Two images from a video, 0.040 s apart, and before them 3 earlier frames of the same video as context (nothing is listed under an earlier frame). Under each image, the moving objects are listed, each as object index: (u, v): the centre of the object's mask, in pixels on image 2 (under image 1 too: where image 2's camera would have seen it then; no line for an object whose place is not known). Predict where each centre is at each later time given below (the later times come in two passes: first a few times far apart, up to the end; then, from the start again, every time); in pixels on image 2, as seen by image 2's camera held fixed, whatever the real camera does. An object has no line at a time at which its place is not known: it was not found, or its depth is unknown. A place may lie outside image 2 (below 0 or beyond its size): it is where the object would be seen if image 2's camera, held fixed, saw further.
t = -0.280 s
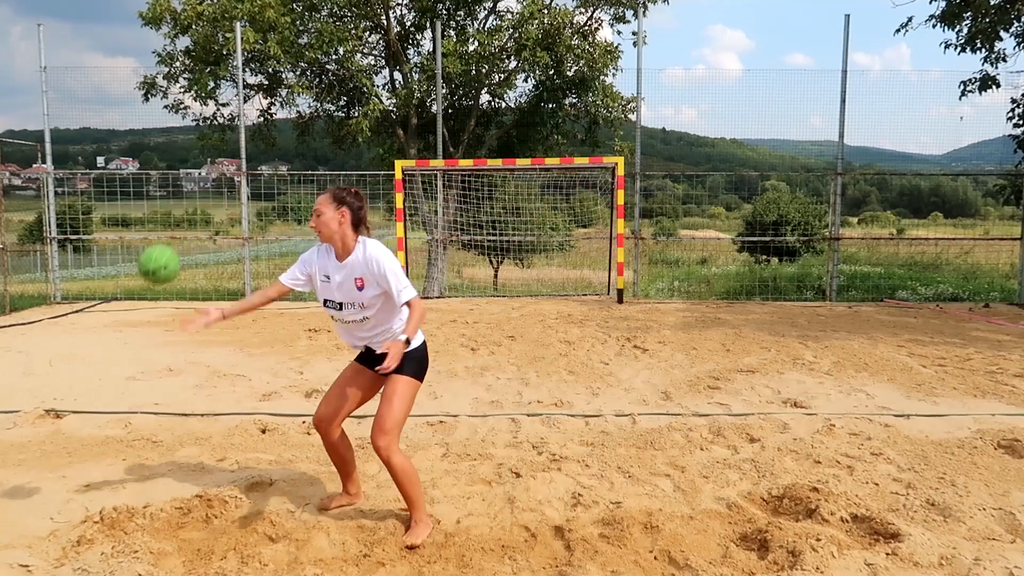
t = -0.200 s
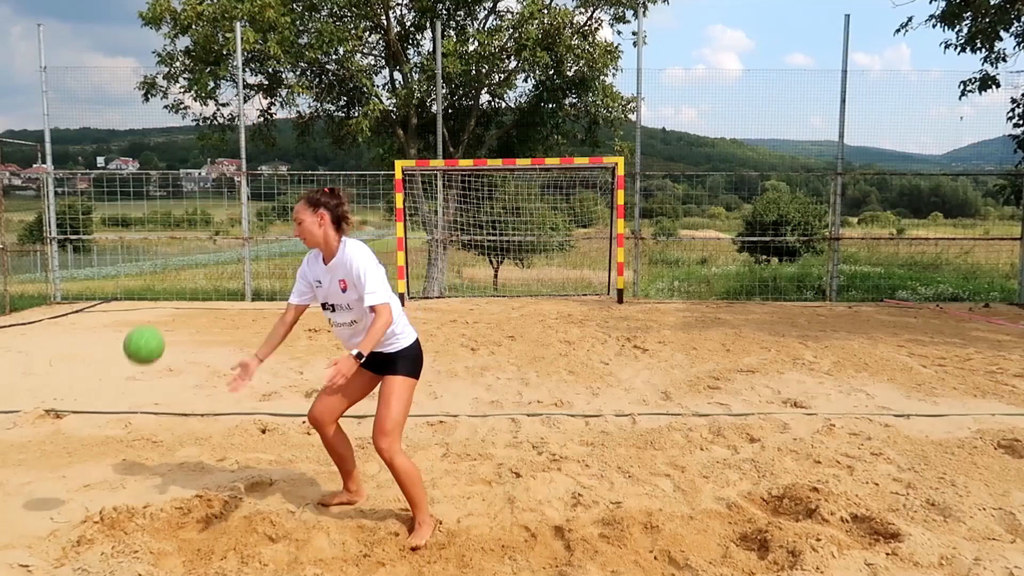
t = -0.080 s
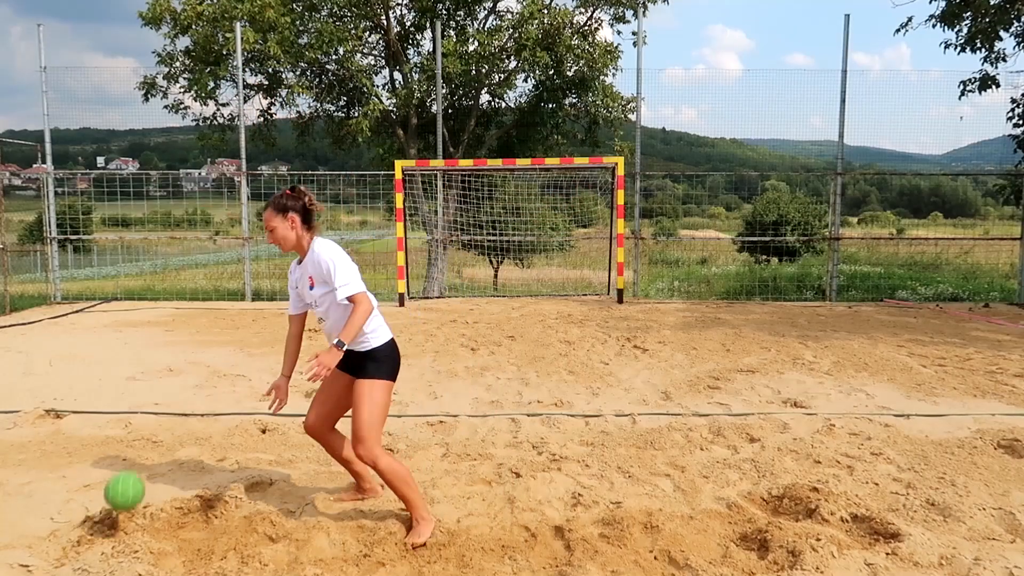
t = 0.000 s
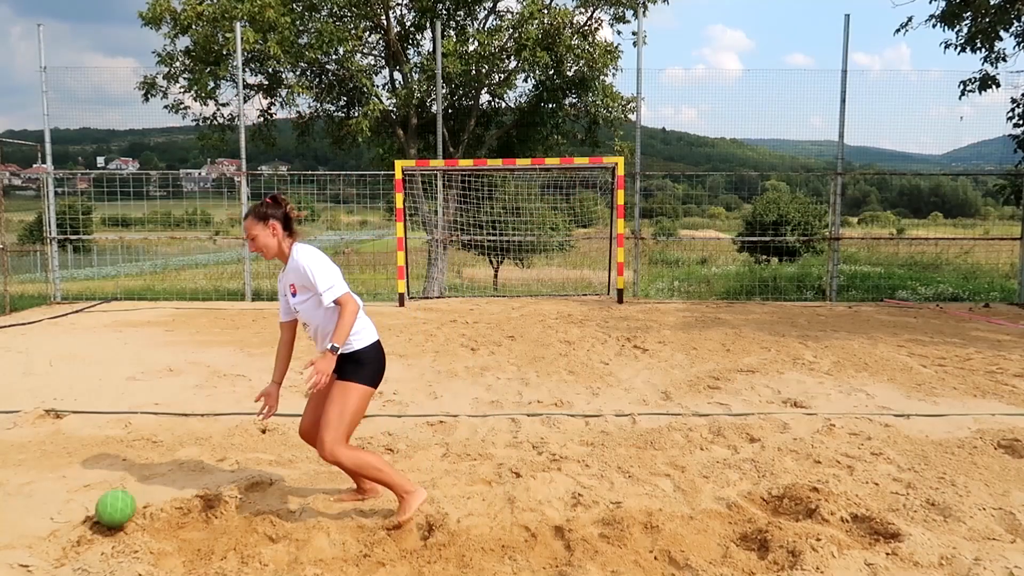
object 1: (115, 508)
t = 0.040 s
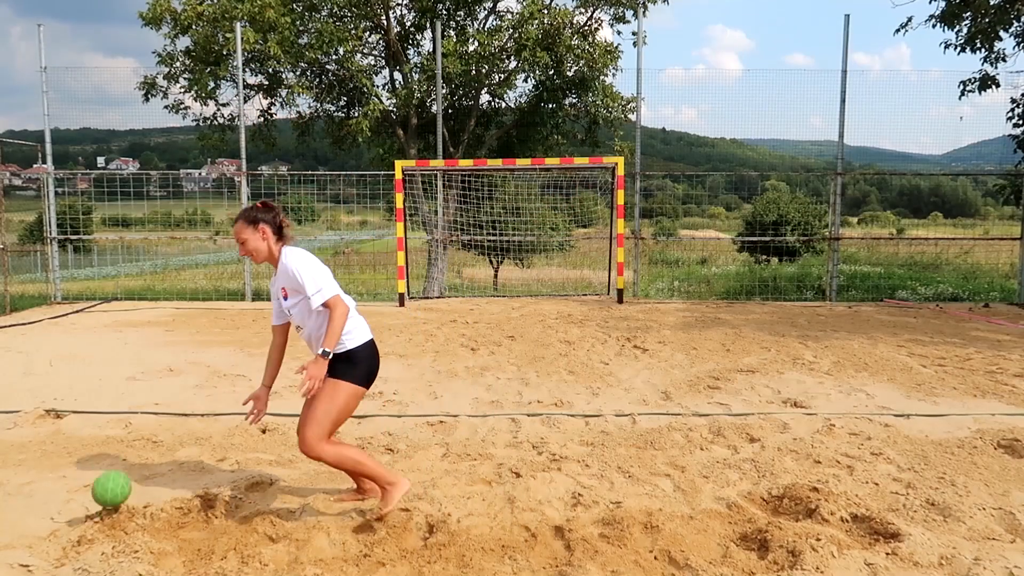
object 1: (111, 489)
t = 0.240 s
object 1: (95, 452)
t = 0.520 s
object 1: (68, 449)
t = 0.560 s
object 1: (62, 446)
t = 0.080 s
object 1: (107, 474)
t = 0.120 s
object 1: (104, 464)
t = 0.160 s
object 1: (100, 457)
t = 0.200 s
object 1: (97, 453)
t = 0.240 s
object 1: (95, 452)
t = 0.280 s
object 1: (92, 455)
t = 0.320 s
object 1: (90, 461)
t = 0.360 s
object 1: (88, 470)
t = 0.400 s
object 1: (86, 478)
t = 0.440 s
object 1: (79, 465)
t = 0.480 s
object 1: (73, 456)
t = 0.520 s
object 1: (68, 449)
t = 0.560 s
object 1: (62, 446)
